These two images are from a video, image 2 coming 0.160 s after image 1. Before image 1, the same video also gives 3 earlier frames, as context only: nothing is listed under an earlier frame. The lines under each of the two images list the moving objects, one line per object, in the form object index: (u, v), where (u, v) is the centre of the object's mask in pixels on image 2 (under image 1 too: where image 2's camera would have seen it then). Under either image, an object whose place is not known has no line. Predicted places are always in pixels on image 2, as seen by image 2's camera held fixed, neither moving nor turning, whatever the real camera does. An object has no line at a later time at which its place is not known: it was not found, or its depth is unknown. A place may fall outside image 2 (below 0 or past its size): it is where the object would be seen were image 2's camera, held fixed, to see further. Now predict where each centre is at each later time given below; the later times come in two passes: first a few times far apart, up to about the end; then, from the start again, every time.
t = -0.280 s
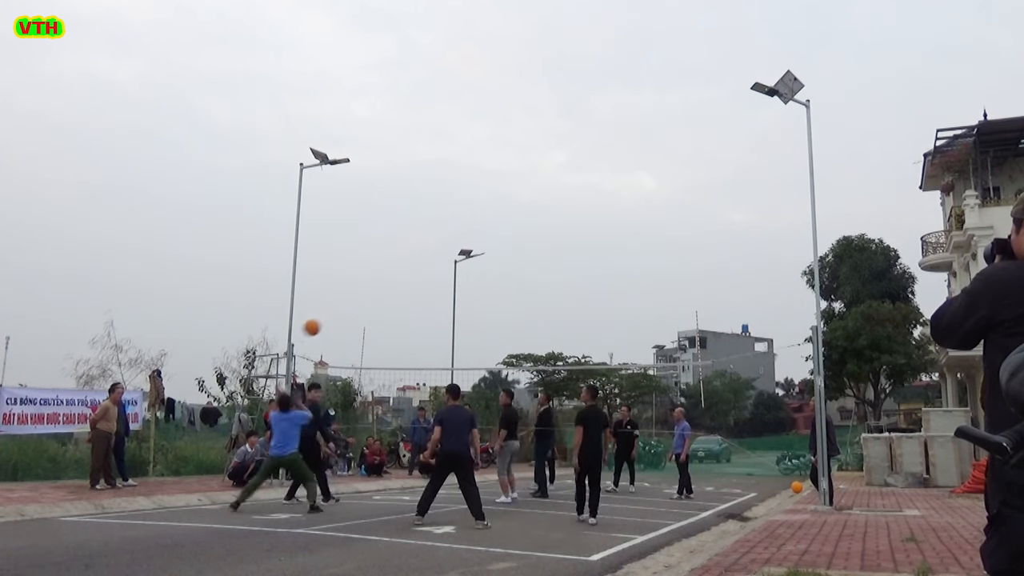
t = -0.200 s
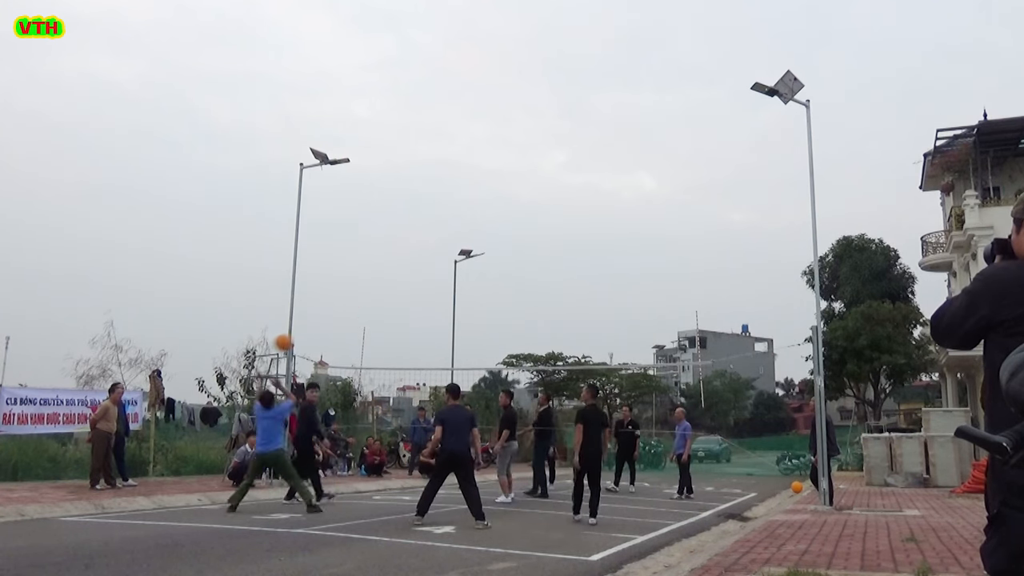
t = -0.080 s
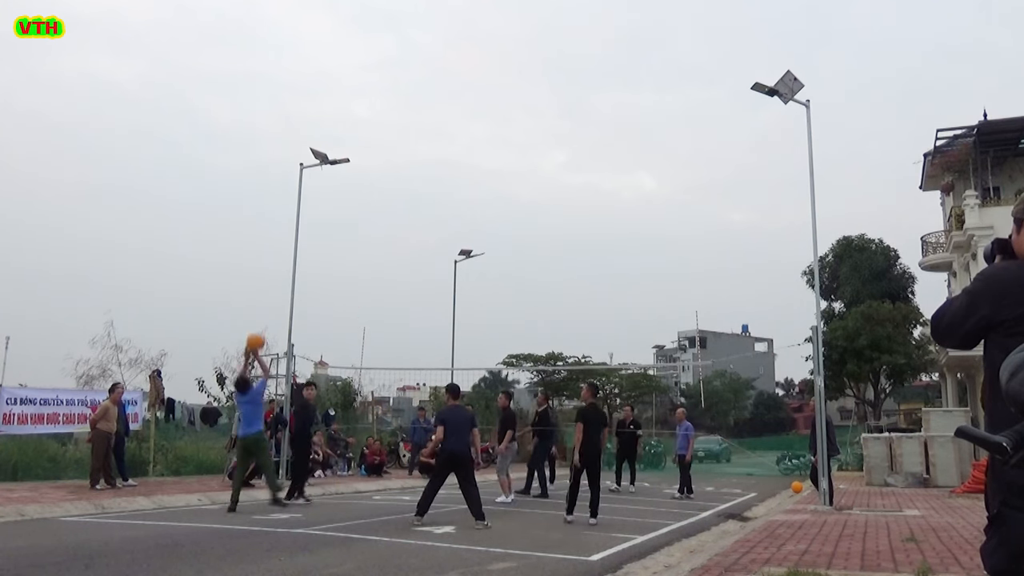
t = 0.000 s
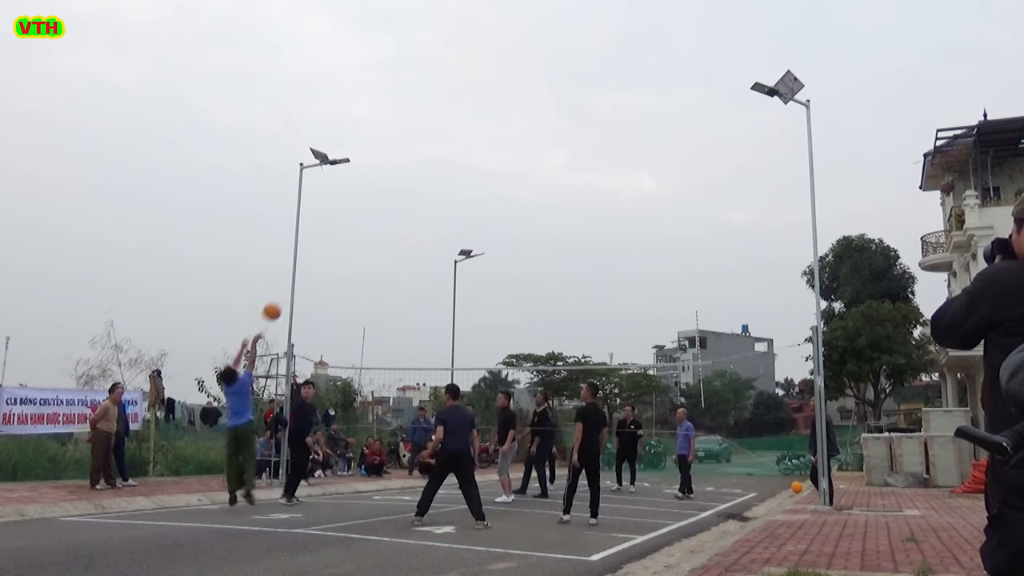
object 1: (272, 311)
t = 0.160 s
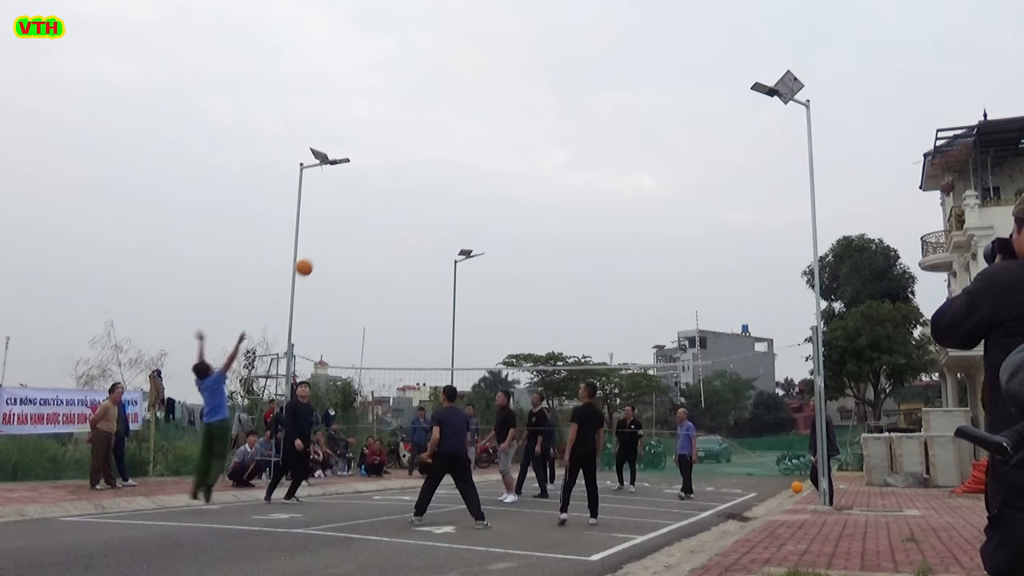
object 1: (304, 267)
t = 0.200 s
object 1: (311, 260)
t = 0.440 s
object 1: (351, 239)
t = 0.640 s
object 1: (380, 251)
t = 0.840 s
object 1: (405, 289)
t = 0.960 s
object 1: (419, 322)
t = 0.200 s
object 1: (311, 260)
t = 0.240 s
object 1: (318, 253)
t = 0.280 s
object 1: (325, 248)
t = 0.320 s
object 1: (332, 244)
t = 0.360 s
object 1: (339, 242)
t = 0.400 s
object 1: (345, 240)
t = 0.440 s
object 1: (351, 239)
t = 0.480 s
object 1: (357, 240)
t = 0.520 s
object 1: (363, 241)
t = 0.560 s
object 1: (369, 243)
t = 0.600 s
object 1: (374, 247)
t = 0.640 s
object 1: (380, 251)
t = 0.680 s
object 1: (385, 257)
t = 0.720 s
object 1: (390, 263)
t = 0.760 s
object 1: (395, 271)
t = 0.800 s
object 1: (400, 279)
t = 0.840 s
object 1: (405, 289)
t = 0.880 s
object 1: (410, 299)
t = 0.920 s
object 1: (414, 310)
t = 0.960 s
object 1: (419, 322)
